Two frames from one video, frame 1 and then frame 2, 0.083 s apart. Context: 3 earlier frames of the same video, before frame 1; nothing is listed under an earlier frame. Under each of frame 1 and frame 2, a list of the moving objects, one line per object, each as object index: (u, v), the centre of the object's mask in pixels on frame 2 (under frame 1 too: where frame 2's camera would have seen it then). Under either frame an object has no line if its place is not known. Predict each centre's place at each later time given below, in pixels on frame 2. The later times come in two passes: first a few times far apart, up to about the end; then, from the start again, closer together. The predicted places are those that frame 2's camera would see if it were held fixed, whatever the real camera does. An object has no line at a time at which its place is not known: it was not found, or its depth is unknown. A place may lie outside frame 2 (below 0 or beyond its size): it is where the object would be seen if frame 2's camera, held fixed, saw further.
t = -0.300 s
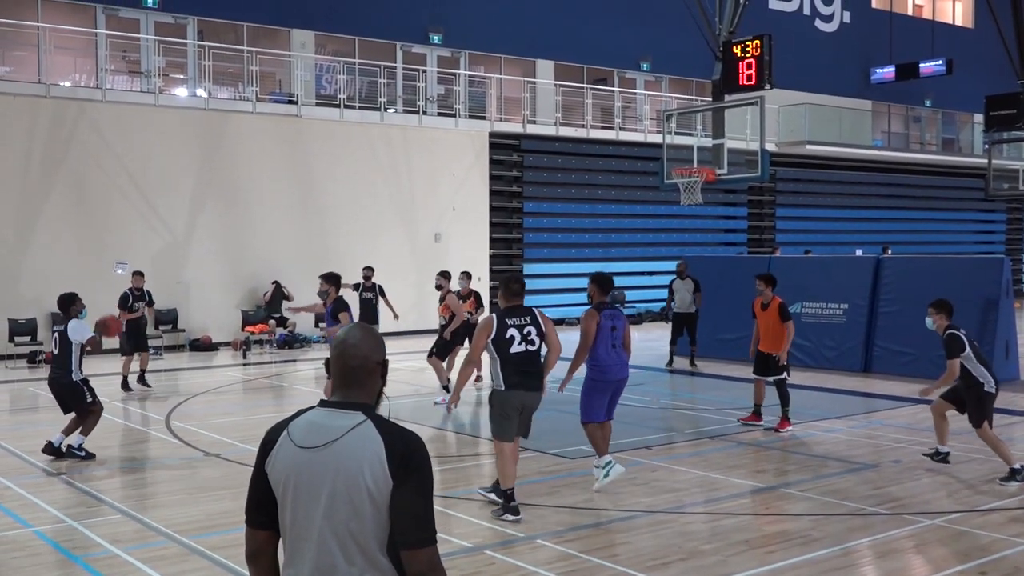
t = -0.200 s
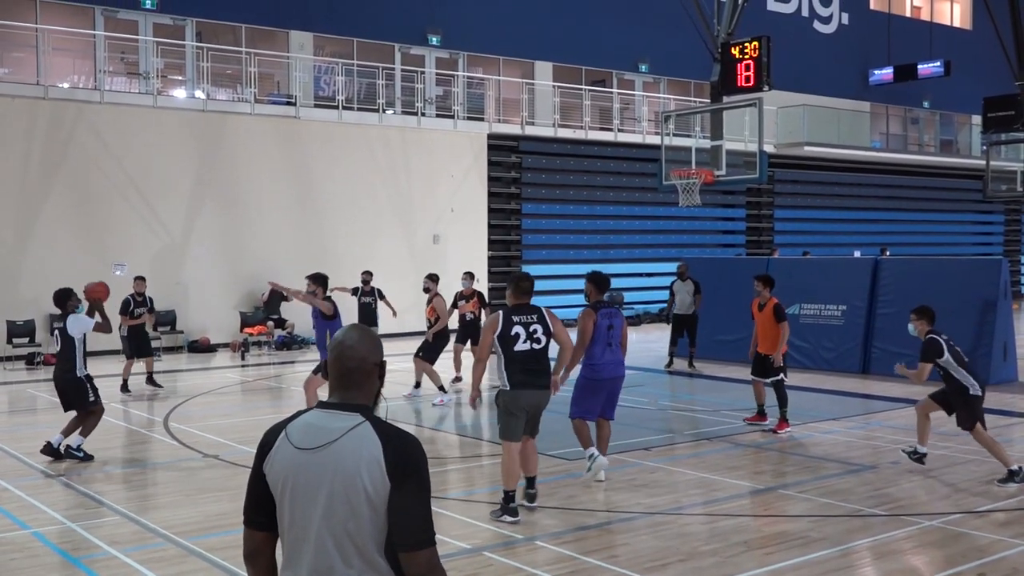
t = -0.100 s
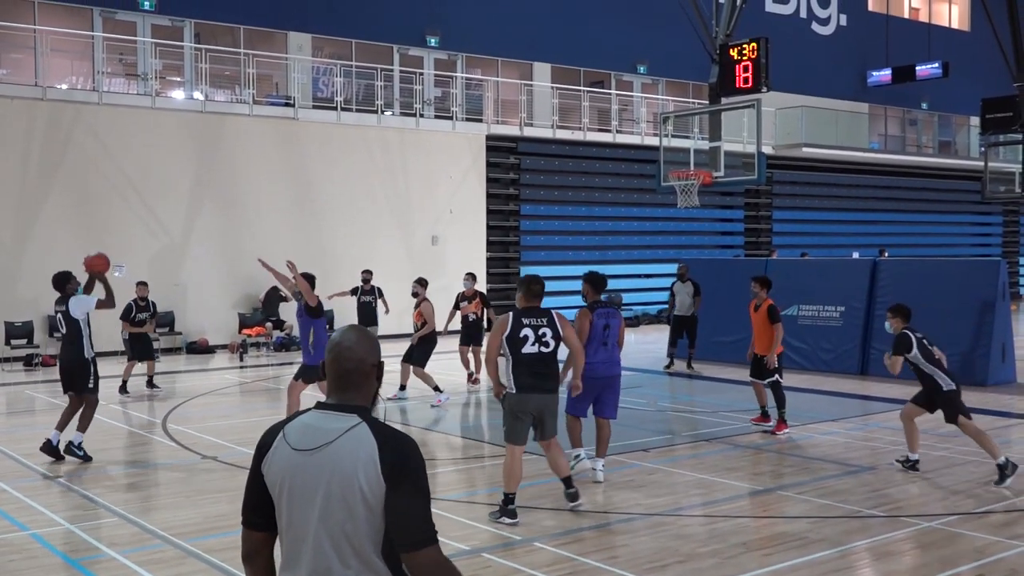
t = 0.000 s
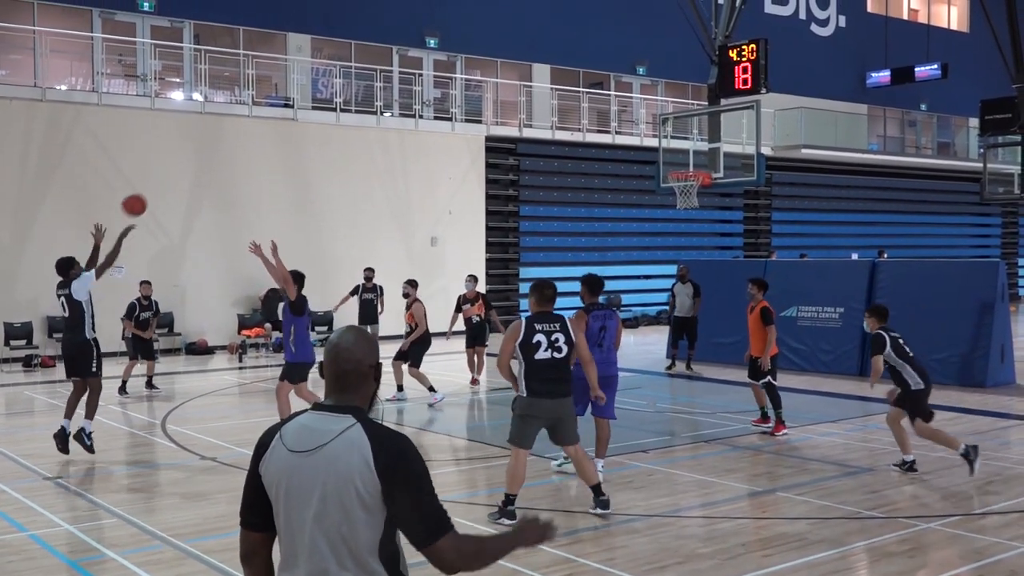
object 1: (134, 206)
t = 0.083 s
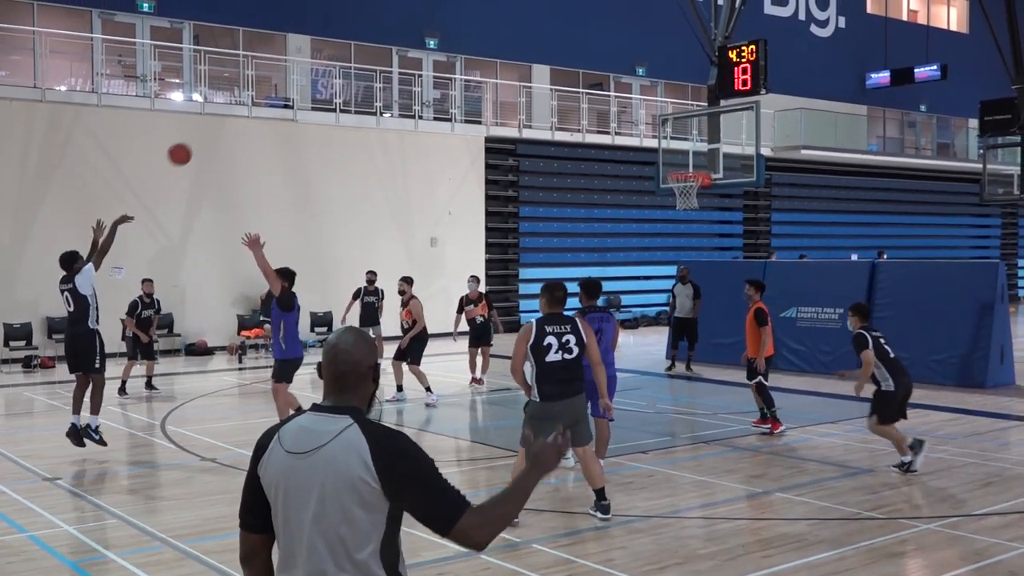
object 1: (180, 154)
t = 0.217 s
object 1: (249, 89)
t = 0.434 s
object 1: (350, 26)
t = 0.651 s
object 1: (440, 8)
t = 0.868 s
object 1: (522, 29)
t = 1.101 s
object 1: (601, 89)
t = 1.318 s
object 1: (663, 169)
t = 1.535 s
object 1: (594, 154)
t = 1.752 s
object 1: (528, 170)
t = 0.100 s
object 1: (188, 145)
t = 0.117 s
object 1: (197, 136)
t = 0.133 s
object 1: (206, 127)
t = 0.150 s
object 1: (215, 119)
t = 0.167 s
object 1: (223, 111)
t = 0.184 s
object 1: (232, 104)
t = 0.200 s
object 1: (240, 97)
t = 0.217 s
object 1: (249, 89)
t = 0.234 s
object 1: (257, 83)
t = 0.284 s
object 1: (281, 65)
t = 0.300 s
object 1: (289, 59)
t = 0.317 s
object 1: (297, 54)
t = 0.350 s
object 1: (312, 44)
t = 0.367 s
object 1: (320, 40)
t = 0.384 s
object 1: (328, 36)
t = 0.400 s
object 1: (335, 32)
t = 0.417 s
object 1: (343, 29)
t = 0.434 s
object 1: (350, 26)
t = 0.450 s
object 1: (357, 23)
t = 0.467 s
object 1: (364, 21)
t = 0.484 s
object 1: (371, 18)
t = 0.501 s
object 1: (379, 16)
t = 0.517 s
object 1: (386, 14)
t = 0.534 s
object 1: (393, 12)
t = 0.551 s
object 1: (400, 11)
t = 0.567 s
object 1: (407, 10)
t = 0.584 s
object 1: (413, 9)
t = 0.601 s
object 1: (420, 9)
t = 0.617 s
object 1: (427, 8)
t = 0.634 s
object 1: (434, 8)
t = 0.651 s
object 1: (440, 8)
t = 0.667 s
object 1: (447, 9)
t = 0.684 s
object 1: (453, 9)
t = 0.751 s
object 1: (479, 13)
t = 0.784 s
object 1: (492, 17)
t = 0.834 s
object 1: (510, 24)
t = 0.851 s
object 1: (516, 26)
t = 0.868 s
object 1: (522, 29)
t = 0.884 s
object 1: (528, 32)
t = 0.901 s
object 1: (534, 35)
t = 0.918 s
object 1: (540, 39)
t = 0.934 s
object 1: (545, 42)
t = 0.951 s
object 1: (551, 46)
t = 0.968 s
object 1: (557, 50)
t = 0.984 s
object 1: (562, 55)
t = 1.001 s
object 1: (569, 58)
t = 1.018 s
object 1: (574, 63)
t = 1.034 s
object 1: (579, 67)
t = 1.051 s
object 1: (584, 72)
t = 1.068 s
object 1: (590, 77)
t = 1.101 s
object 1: (601, 89)
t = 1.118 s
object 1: (606, 94)
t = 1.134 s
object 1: (611, 100)
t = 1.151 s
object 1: (616, 106)
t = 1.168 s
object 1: (622, 112)
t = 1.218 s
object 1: (636, 130)
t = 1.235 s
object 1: (641, 137)
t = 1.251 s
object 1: (646, 144)
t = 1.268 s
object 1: (651, 150)
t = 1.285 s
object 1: (656, 157)
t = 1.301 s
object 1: (662, 165)
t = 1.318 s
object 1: (663, 169)
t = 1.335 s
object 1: (658, 167)
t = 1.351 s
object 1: (652, 165)
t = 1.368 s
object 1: (647, 163)
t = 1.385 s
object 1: (642, 161)
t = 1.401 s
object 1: (636, 159)
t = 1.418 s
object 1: (631, 158)
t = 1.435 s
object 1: (626, 157)
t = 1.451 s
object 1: (620, 156)
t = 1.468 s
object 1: (615, 155)
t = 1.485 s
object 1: (610, 154)
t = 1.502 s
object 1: (605, 154)
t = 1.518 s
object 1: (600, 154)
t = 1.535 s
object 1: (594, 154)
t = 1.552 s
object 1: (589, 153)
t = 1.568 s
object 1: (584, 154)
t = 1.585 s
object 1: (578, 154)
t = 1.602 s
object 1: (573, 155)
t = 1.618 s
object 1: (568, 156)
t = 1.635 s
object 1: (563, 157)
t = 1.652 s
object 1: (558, 158)
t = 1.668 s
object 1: (553, 159)
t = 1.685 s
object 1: (548, 161)
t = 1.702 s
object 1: (543, 163)
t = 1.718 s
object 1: (537, 166)
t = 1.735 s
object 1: (532, 168)
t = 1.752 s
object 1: (528, 170)
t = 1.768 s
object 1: (523, 172)
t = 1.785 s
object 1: (517, 176)
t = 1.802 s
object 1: (512, 179)
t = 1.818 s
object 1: (508, 182)
